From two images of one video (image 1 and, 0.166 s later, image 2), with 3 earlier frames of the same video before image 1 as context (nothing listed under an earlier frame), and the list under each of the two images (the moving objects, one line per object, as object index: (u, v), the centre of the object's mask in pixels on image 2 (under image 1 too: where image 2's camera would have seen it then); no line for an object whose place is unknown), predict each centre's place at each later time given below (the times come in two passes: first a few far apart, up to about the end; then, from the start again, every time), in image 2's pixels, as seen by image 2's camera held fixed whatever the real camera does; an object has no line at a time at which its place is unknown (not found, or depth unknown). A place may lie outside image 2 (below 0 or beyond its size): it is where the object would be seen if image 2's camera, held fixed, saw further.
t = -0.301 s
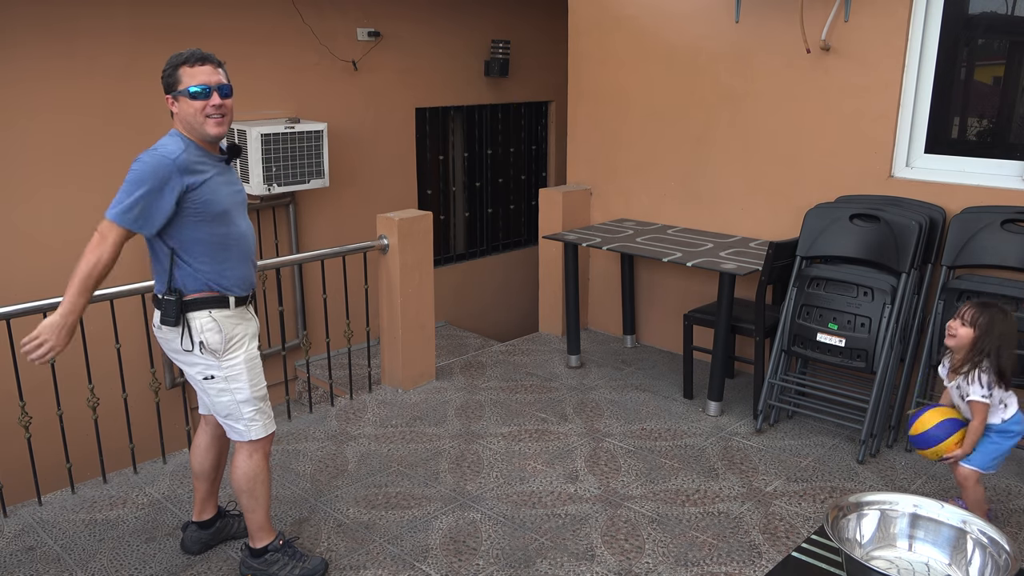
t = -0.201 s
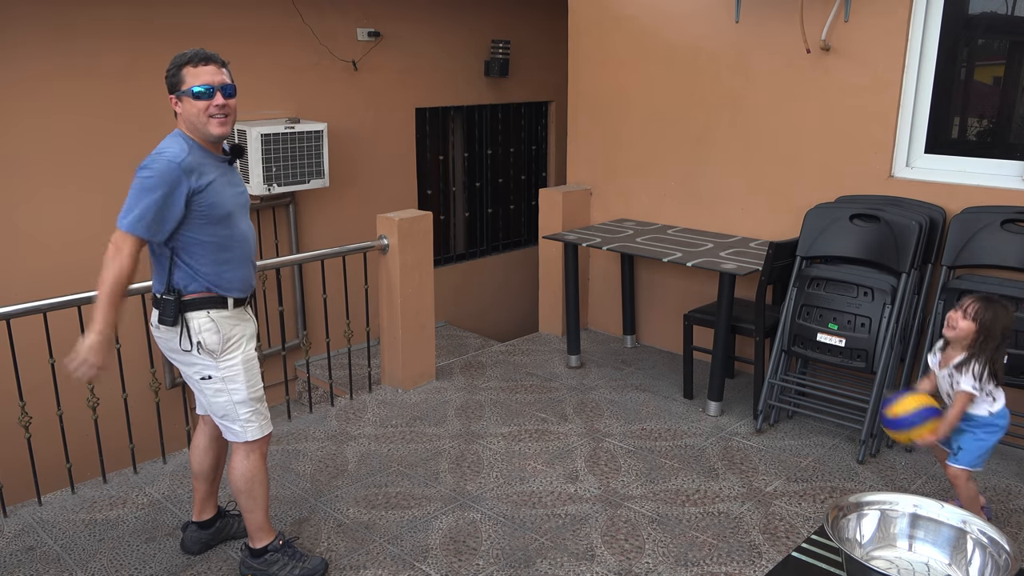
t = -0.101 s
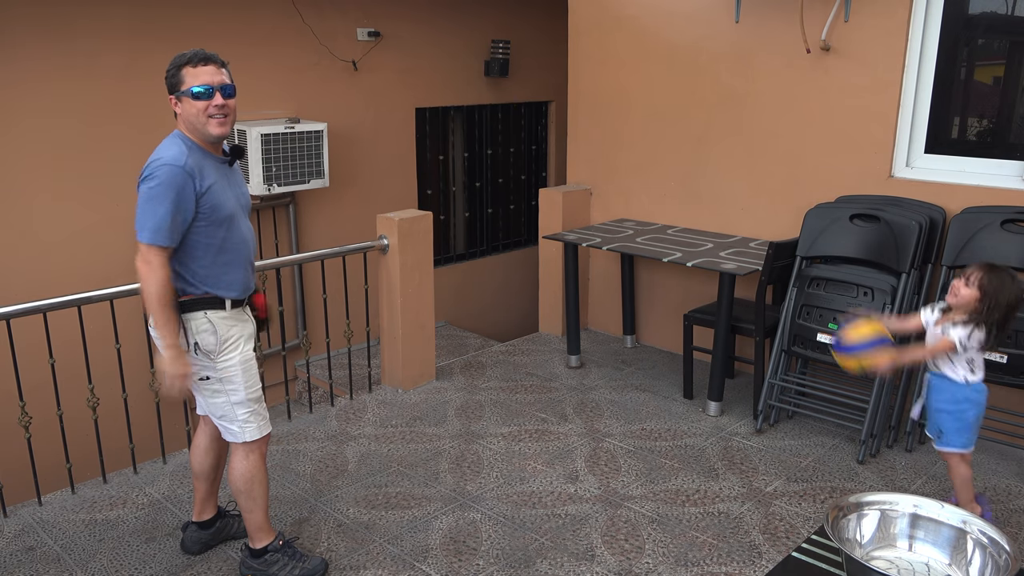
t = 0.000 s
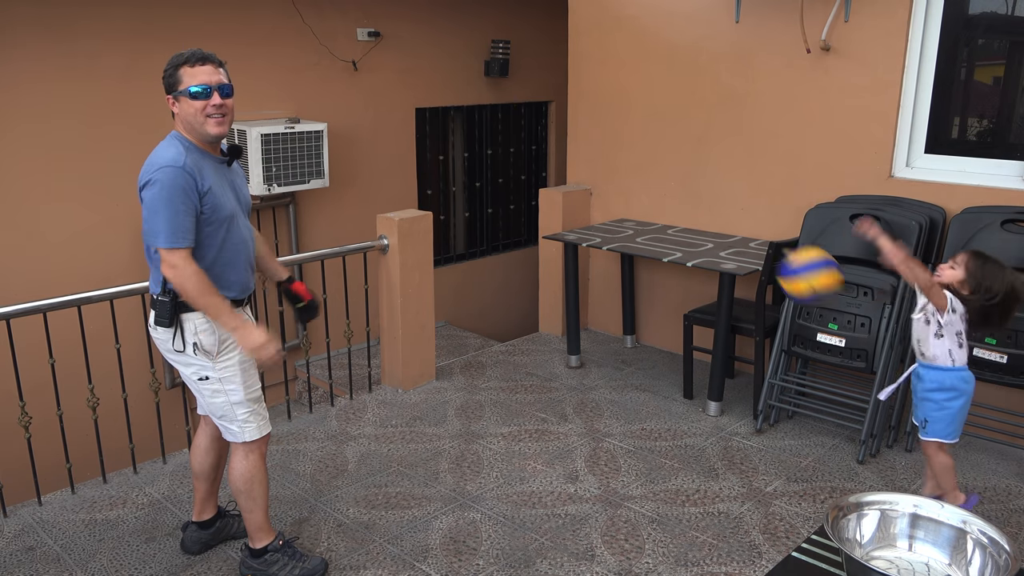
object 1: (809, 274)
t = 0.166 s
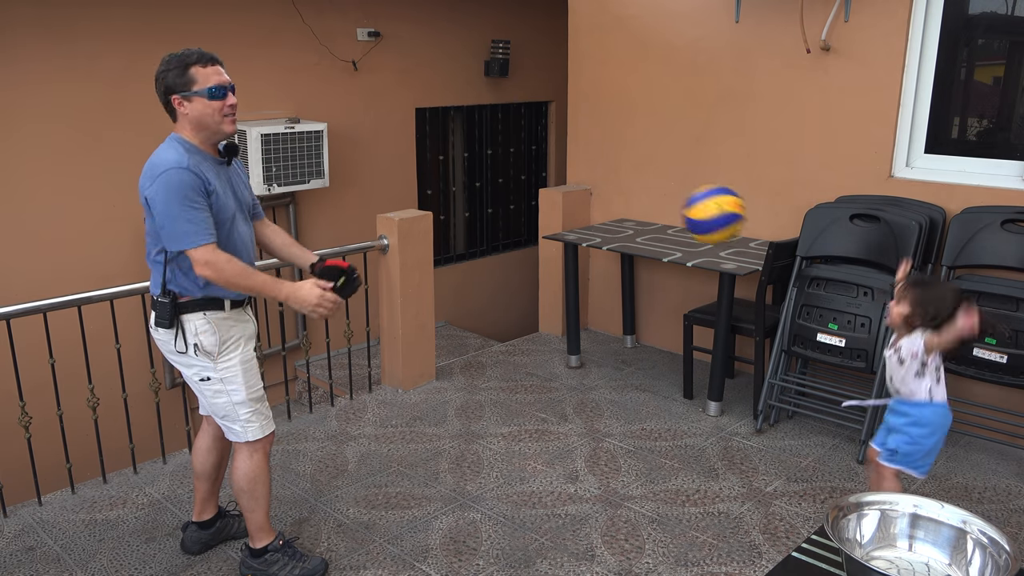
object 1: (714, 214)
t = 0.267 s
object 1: (653, 213)
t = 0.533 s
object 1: (492, 344)
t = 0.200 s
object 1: (694, 211)
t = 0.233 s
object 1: (673, 210)
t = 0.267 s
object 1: (653, 213)
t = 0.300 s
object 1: (633, 218)
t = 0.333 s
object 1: (612, 228)
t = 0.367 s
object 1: (592, 240)
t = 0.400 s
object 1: (571, 255)
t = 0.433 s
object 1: (551, 273)
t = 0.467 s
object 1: (530, 295)
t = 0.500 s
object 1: (511, 317)
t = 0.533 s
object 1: (492, 344)
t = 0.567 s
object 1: (473, 374)
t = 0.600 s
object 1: (455, 404)
